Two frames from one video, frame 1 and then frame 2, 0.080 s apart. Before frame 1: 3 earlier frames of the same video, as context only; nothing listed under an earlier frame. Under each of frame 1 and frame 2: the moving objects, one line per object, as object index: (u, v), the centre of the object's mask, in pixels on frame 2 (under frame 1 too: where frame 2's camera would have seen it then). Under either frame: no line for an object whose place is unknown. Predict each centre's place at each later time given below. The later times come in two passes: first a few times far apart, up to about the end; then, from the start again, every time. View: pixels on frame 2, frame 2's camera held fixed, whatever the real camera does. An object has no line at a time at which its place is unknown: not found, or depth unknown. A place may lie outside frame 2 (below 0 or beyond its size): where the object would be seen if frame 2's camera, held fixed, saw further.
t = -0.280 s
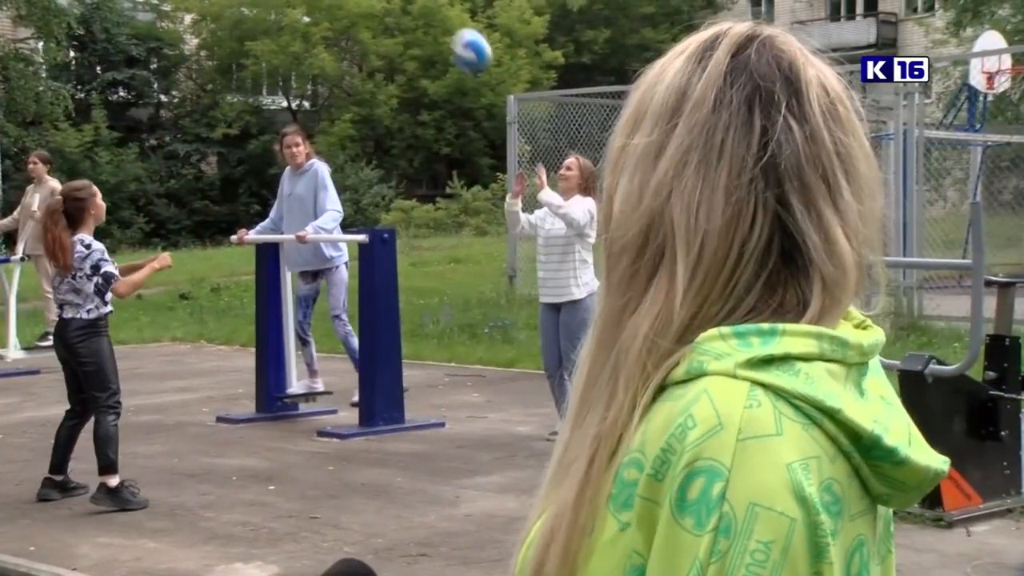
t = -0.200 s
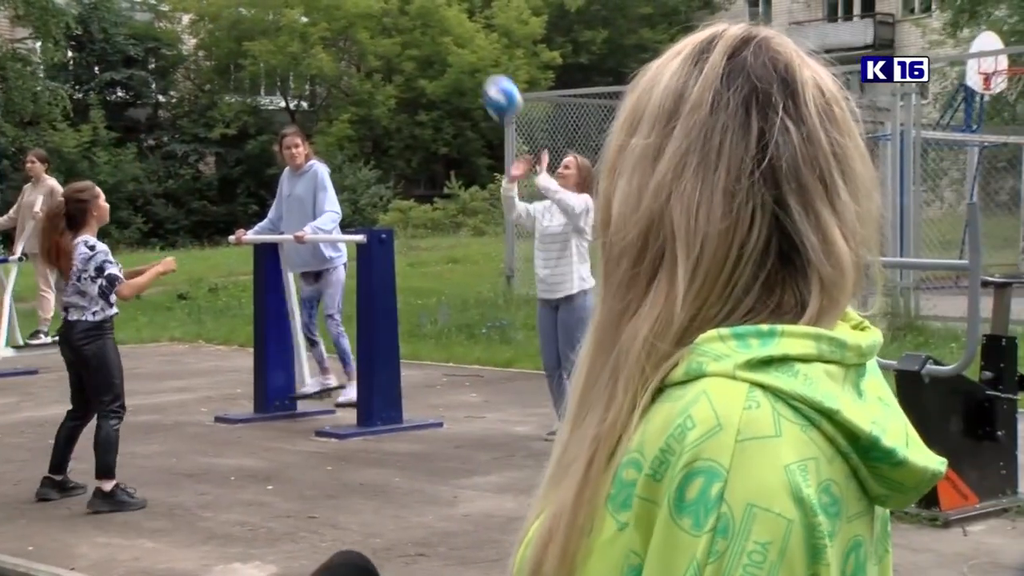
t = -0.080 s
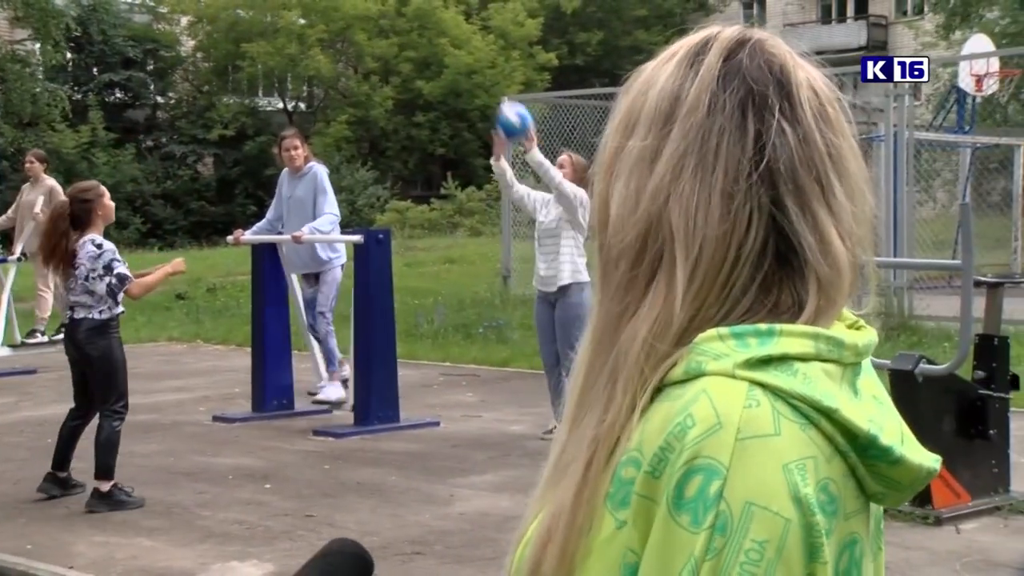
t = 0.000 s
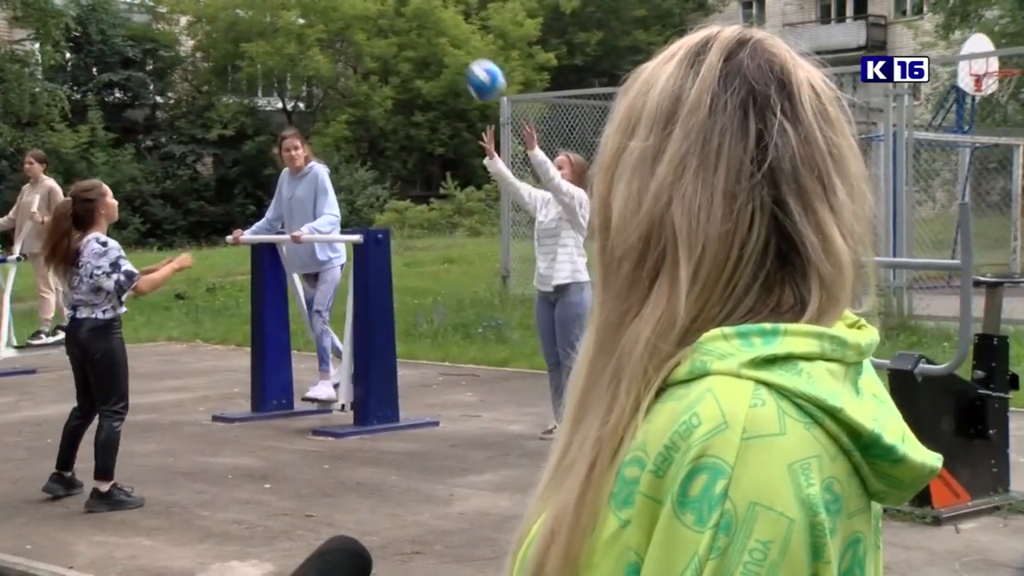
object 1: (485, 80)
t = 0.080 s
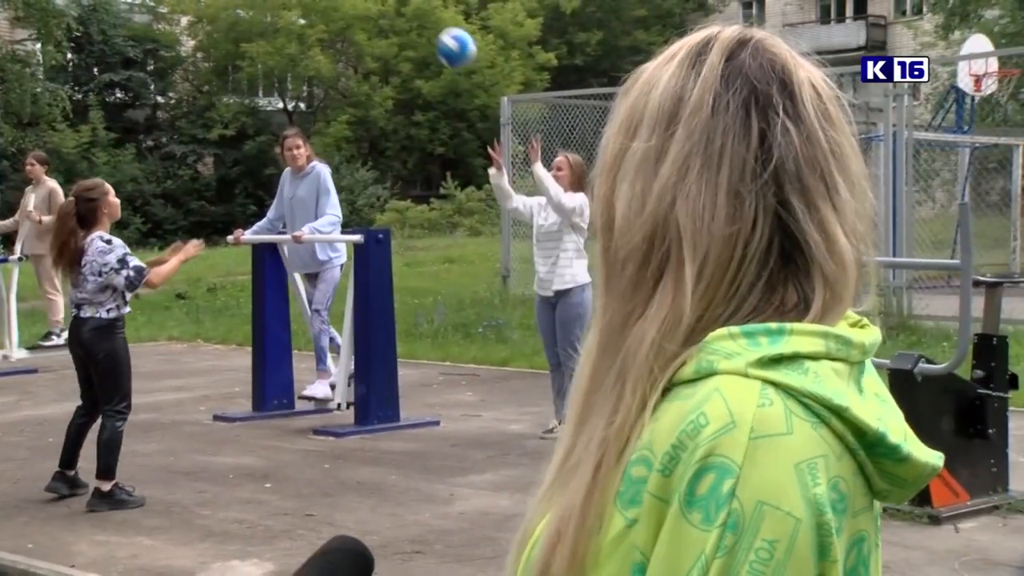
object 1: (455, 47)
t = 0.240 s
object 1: (393, 16)
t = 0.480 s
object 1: (293, 59)
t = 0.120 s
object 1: (440, 35)
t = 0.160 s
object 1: (425, 26)
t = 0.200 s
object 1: (409, 18)
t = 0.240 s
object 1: (393, 16)
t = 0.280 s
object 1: (378, 16)
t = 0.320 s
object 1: (362, 17)
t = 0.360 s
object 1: (345, 24)
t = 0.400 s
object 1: (327, 32)
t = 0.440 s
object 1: (311, 43)
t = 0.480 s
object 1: (293, 59)
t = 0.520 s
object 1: (276, 78)
